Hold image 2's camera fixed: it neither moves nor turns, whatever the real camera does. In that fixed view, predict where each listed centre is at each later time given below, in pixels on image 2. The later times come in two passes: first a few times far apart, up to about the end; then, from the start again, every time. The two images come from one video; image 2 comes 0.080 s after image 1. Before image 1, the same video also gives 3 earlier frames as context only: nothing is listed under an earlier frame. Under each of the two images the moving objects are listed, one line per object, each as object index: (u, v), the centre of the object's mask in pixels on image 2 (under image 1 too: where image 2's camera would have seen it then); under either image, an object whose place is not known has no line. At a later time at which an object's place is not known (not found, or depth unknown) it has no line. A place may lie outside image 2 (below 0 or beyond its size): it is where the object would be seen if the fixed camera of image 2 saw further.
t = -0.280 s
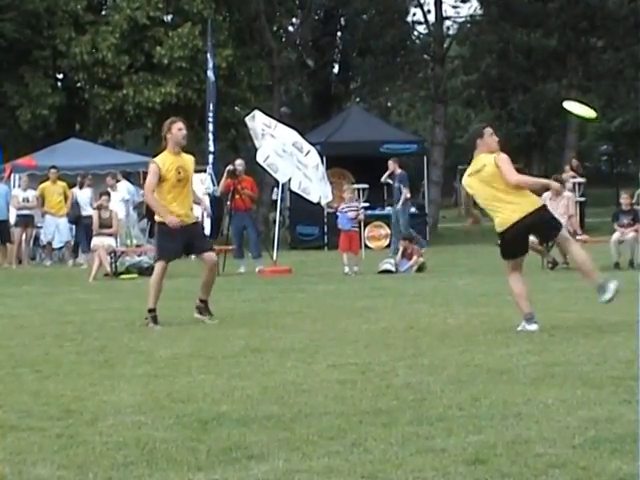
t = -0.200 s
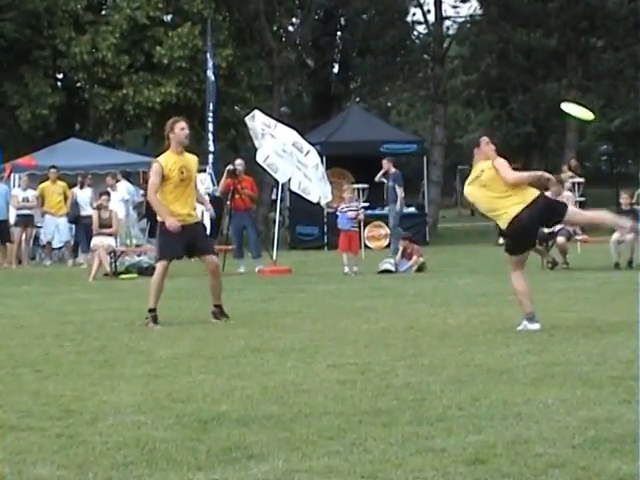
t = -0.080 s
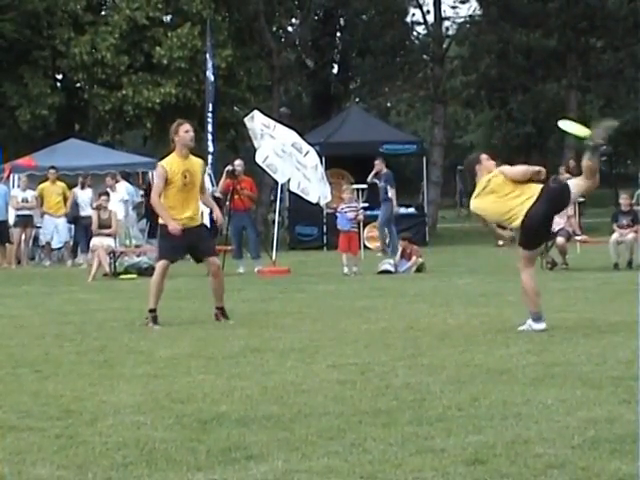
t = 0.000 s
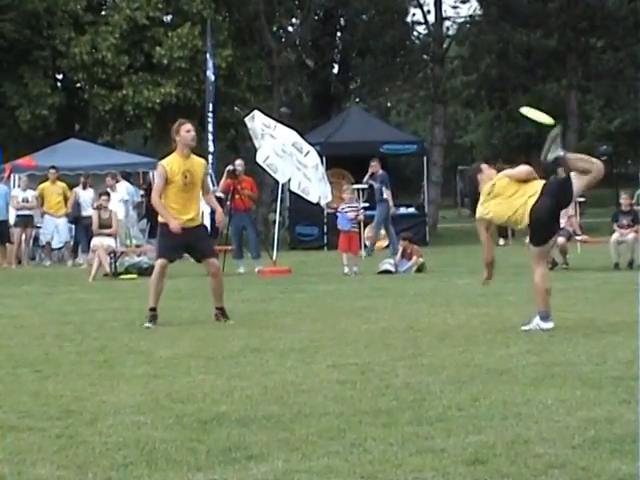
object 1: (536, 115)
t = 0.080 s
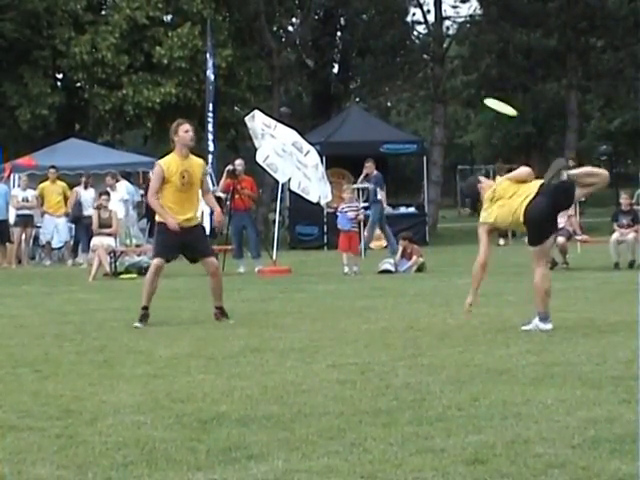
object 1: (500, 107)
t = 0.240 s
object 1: (437, 104)
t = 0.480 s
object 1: (366, 125)
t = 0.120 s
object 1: (483, 104)
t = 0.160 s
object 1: (467, 103)
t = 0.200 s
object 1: (452, 103)
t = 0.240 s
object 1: (437, 104)
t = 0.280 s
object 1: (423, 106)
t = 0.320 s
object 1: (410, 108)
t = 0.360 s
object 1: (398, 111)
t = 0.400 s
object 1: (387, 115)
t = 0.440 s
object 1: (376, 120)
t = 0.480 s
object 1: (366, 125)
